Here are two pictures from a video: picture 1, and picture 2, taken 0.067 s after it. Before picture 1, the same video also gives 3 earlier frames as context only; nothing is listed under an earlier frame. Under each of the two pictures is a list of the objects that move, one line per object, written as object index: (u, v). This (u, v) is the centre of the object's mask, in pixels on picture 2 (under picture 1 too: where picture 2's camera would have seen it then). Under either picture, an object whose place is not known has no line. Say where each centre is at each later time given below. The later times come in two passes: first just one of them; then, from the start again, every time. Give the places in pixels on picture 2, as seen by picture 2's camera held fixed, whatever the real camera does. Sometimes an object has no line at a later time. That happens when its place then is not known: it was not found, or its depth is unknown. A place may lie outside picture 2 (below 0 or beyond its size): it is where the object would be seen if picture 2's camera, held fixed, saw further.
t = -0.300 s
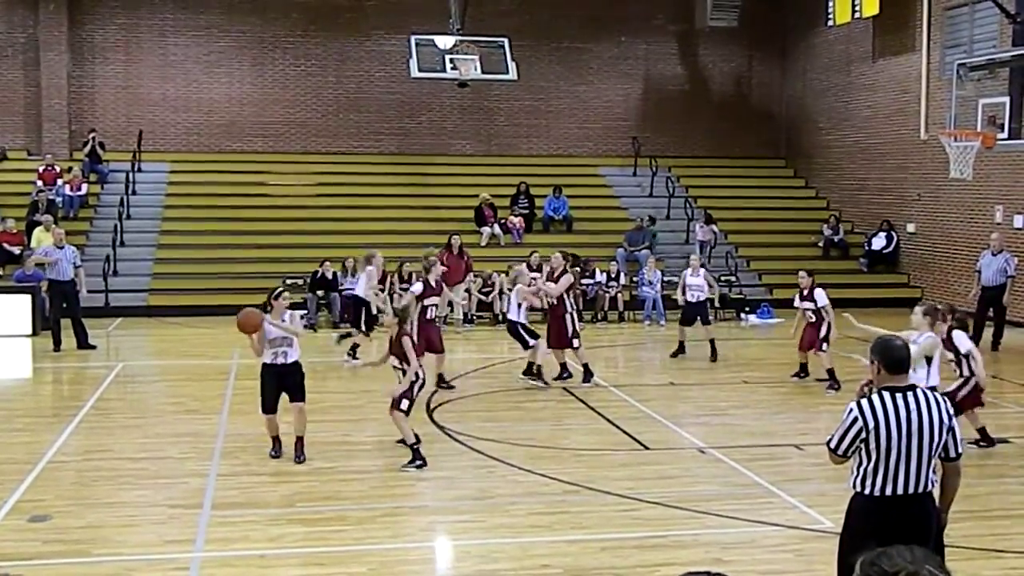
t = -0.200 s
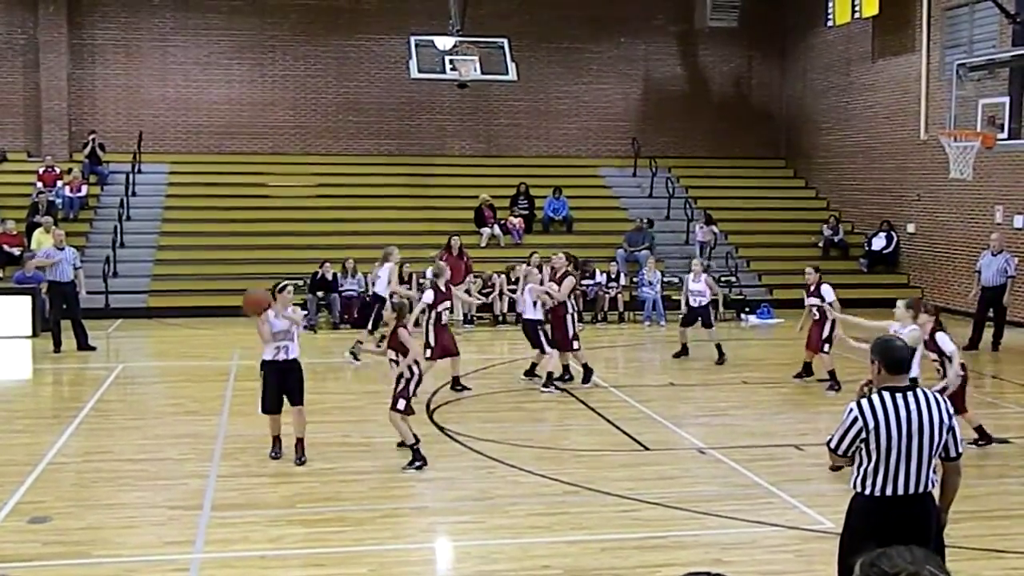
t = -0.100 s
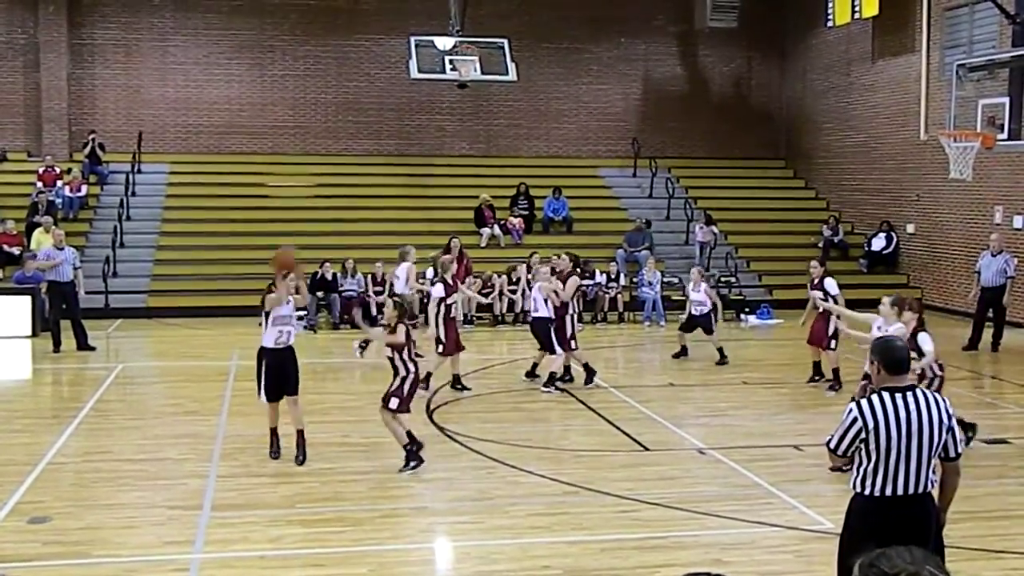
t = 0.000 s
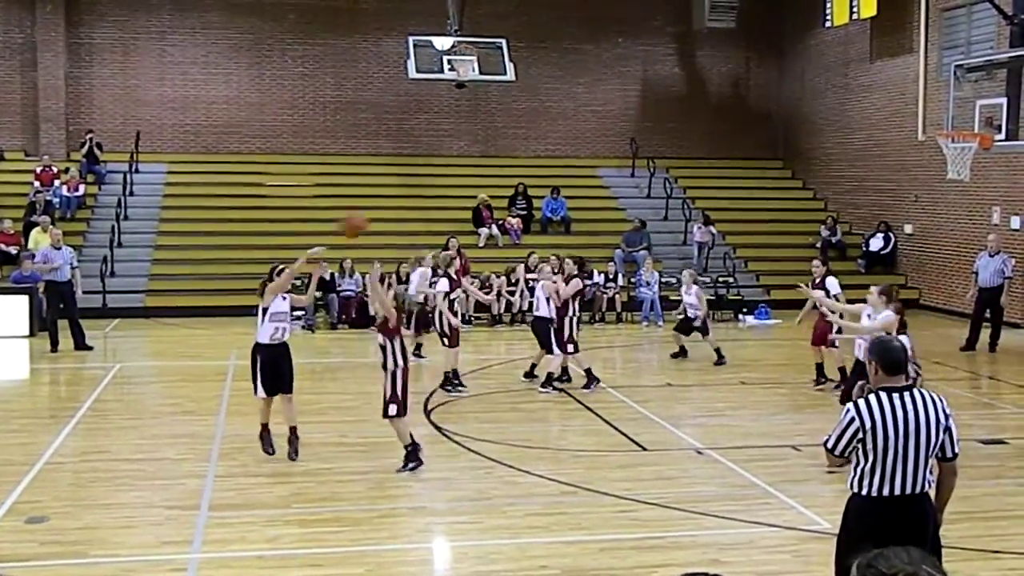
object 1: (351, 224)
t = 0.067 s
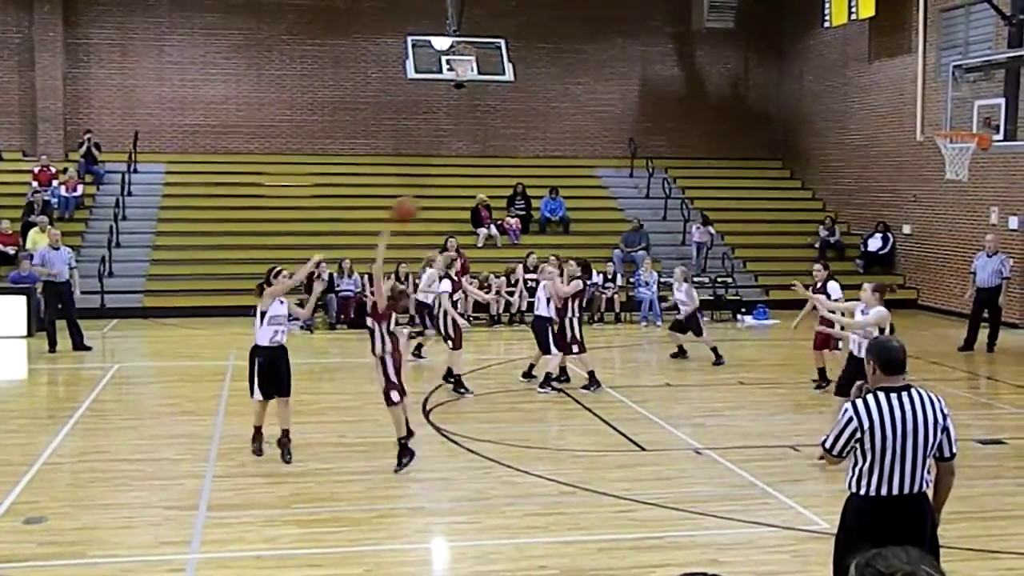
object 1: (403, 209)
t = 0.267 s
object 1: (559, 198)
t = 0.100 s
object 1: (430, 204)
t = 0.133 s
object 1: (458, 201)
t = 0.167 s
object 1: (484, 198)
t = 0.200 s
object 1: (511, 197)
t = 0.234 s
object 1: (535, 197)
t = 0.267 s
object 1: (559, 198)
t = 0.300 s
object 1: (582, 198)
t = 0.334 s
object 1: (605, 203)
